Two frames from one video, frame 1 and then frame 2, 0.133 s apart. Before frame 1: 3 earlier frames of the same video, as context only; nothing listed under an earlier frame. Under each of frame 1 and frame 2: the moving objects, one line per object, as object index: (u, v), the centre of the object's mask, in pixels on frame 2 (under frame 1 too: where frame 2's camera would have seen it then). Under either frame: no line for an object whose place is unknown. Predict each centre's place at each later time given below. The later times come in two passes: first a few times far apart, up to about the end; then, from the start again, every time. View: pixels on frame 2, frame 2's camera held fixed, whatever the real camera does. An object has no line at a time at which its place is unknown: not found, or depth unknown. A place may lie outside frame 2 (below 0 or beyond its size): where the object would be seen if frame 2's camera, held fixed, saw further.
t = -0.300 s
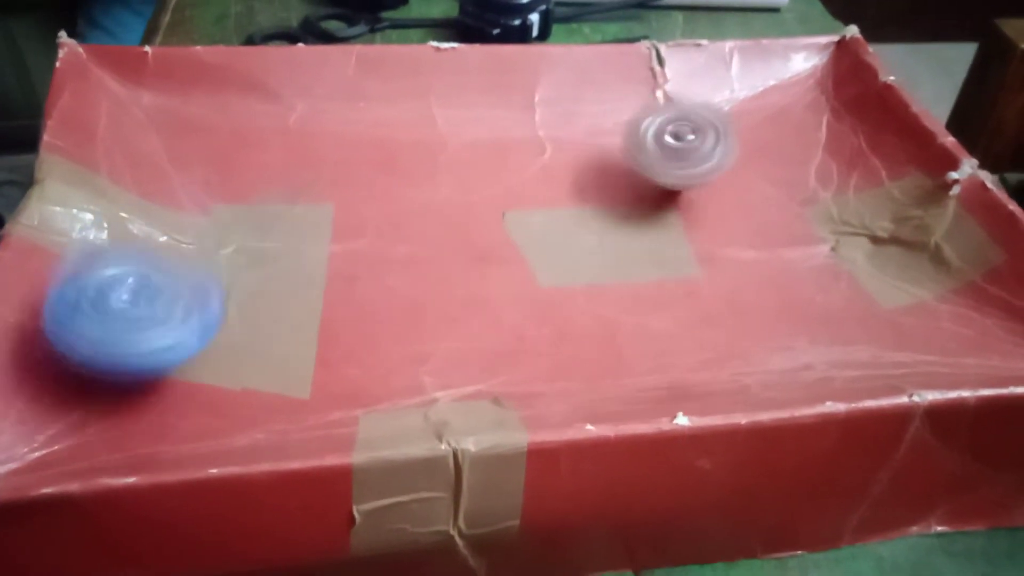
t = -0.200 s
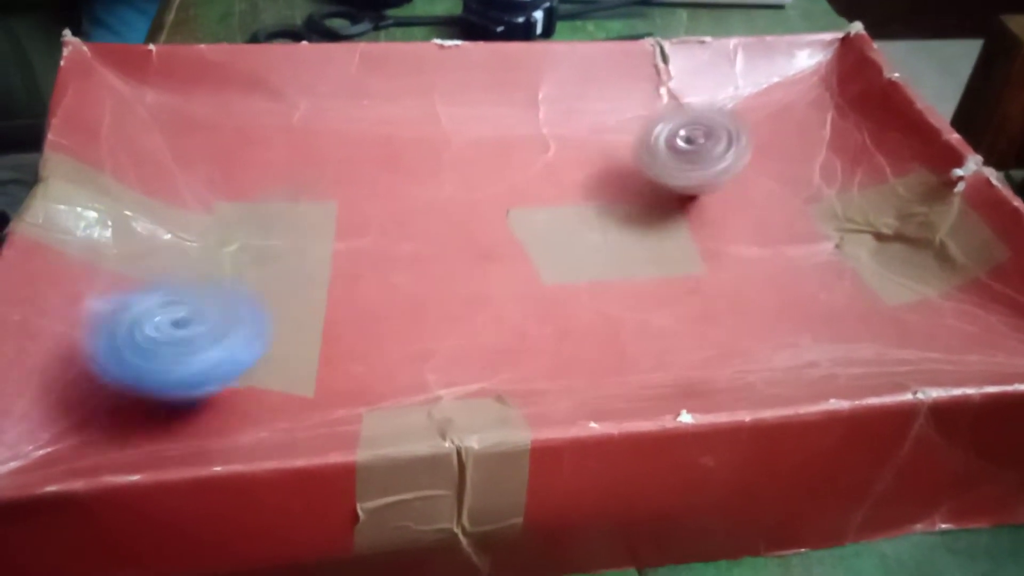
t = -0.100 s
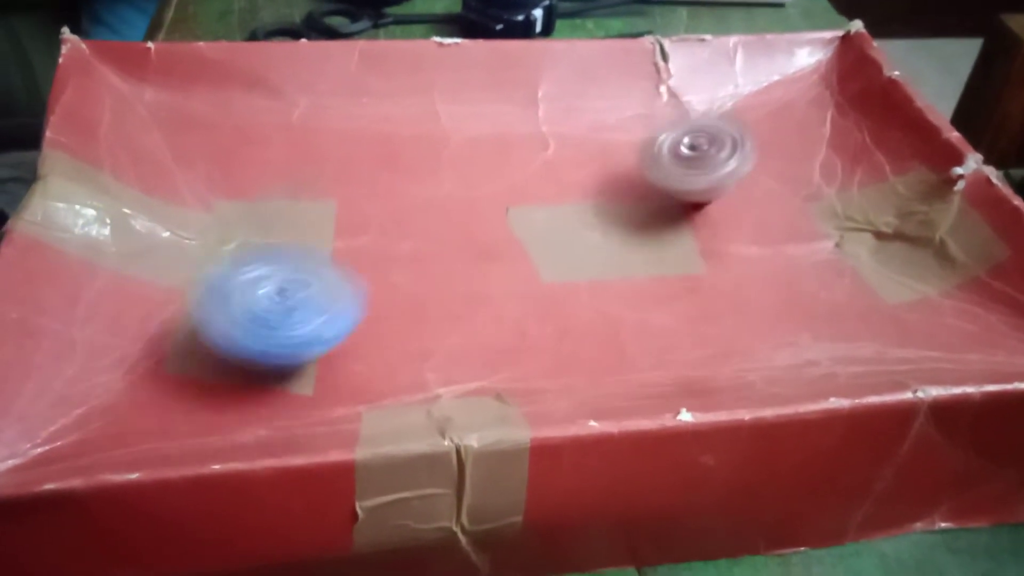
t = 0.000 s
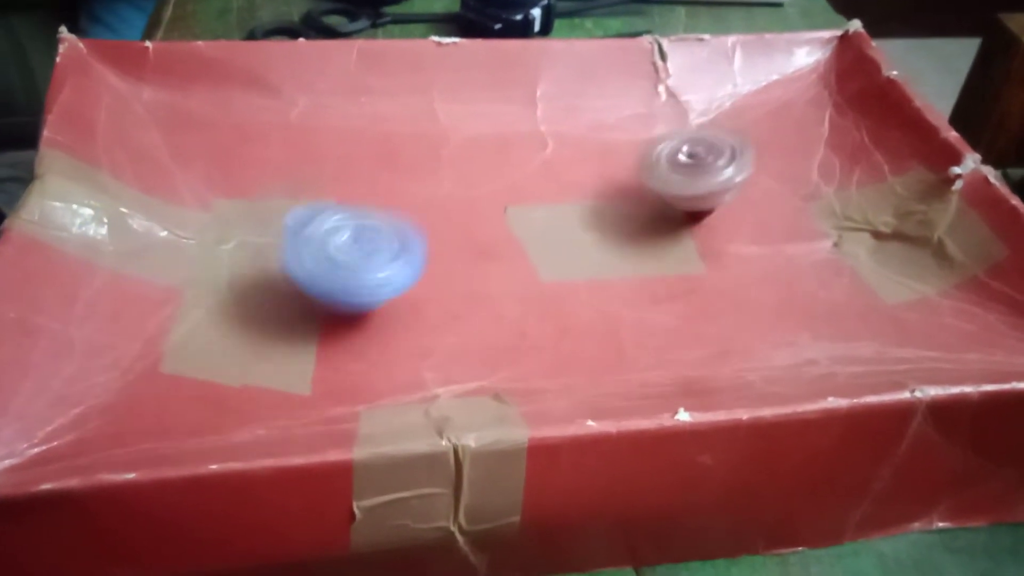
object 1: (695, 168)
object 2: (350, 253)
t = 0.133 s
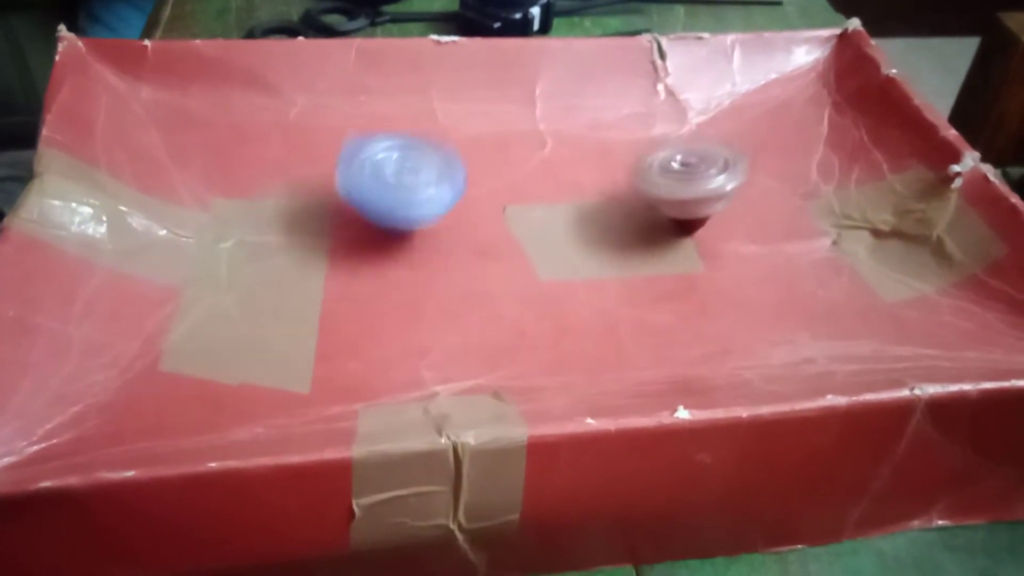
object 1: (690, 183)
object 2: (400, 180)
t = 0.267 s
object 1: (671, 193)
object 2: (385, 111)
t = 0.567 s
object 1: (633, 191)
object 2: (313, 129)
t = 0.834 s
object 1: (596, 175)
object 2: (494, 246)
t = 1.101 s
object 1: (597, 163)
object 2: (798, 286)
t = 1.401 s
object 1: (623, 166)
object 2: (881, 192)
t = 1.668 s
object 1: (608, 185)
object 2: (755, 180)
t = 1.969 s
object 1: (559, 188)
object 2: (763, 223)
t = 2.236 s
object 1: (534, 167)
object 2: (808, 201)
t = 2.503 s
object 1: (541, 155)
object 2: (705, 184)
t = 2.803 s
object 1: (558, 160)
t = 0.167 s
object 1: (688, 185)
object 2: (401, 161)
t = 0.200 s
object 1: (683, 189)
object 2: (400, 141)
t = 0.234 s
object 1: (677, 191)
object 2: (394, 125)
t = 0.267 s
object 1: (671, 193)
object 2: (385, 111)
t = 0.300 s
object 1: (669, 194)
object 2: (373, 99)
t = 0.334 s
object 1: (664, 194)
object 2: (359, 91)
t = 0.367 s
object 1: (660, 195)
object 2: (344, 87)
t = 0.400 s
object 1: (655, 195)
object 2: (335, 87)
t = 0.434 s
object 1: (651, 195)
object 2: (326, 90)
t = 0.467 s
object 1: (647, 194)
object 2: (318, 95)
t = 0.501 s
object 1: (641, 194)
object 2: (312, 103)
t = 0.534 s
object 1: (637, 193)
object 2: (309, 114)
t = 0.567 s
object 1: (633, 191)
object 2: (313, 129)
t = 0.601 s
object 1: (628, 191)
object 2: (321, 145)
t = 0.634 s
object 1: (623, 190)
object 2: (332, 163)
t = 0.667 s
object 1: (620, 188)
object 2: (352, 181)
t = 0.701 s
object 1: (614, 185)
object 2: (375, 196)
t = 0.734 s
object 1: (609, 182)
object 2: (398, 209)
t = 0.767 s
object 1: (605, 180)
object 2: (428, 224)
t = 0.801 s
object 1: (600, 178)
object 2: (460, 234)
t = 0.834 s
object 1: (596, 175)
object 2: (494, 246)
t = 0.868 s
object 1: (596, 172)
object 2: (528, 255)
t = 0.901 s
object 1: (595, 168)
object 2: (557, 261)
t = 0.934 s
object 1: (593, 169)
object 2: (593, 269)
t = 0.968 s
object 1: (592, 168)
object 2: (635, 275)
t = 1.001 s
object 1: (593, 166)
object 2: (671, 280)
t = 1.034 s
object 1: (593, 165)
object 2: (716, 285)
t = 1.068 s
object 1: (594, 163)
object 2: (754, 287)
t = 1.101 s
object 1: (597, 163)
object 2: (798, 286)
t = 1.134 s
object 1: (598, 163)
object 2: (835, 283)
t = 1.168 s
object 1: (602, 163)
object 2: (874, 279)
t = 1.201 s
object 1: (606, 163)
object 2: (902, 273)
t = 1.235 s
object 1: (609, 163)
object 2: (930, 264)
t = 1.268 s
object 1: (611, 164)
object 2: (945, 251)
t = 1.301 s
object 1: (615, 164)
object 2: (948, 232)
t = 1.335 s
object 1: (619, 164)
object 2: (936, 217)
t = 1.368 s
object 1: (621, 165)
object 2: (912, 197)
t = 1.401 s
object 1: (623, 166)
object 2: (881, 192)
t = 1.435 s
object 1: (625, 167)
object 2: (848, 190)
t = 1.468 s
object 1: (628, 170)
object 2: (822, 181)
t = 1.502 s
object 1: (631, 172)
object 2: (806, 178)
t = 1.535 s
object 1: (631, 175)
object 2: (794, 176)
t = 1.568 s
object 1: (633, 177)
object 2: (782, 175)
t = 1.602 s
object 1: (635, 179)
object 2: (767, 176)
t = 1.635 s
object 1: (624, 182)
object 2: (759, 178)
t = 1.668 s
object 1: (608, 185)
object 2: (755, 180)
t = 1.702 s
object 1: (601, 188)
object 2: (751, 183)
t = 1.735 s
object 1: (598, 189)
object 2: (745, 186)
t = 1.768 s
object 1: (598, 189)
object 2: (739, 191)
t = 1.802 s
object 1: (594, 191)
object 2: (734, 196)
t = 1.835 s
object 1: (592, 191)
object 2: (727, 199)
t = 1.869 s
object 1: (581, 191)
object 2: (730, 206)
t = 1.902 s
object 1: (572, 191)
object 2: (738, 213)
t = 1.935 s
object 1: (565, 190)
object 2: (750, 219)
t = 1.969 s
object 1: (559, 188)
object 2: (763, 223)
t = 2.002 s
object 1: (555, 187)
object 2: (774, 225)
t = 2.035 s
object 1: (550, 185)
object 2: (784, 228)
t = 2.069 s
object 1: (546, 183)
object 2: (794, 227)
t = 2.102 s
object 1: (542, 180)
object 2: (801, 227)
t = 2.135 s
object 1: (539, 176)
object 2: (808, 225)
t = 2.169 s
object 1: (536, 172)
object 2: (812, 218)
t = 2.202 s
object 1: (534, 170)
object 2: (812, 208)
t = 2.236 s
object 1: (534, 167)
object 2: (808, 201)
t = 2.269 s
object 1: (534, 166)
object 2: (790, 198)
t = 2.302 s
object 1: (533, 163)
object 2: (774, 196)
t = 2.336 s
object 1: (534, 160)
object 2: (762, 190)
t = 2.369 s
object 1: (535, 160)
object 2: (750, 188)
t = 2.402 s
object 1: (536, 159)
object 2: (739, 187)
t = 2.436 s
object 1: (538, 157)
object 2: (726, 185)
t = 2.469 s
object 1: (540, 156)
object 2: (714, 185)
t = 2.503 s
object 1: (541, 155)
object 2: (705, 184)
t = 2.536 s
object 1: (545, 155)
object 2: (691, 184)
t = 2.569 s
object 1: (548, 155)
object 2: (682, 187)
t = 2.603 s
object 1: (547, 154)
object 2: (674, 190)
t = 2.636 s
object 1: (547, 153)
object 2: (678, 196)
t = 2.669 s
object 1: (549, 155)
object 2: (688, 203)
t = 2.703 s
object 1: (553, 156)
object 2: (700, 210)
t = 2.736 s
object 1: (555, 158)
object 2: (714, 213)
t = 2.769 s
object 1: (557, 159)
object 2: (727, 218)
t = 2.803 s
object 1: (558, 160)
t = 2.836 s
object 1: (559, 164)
